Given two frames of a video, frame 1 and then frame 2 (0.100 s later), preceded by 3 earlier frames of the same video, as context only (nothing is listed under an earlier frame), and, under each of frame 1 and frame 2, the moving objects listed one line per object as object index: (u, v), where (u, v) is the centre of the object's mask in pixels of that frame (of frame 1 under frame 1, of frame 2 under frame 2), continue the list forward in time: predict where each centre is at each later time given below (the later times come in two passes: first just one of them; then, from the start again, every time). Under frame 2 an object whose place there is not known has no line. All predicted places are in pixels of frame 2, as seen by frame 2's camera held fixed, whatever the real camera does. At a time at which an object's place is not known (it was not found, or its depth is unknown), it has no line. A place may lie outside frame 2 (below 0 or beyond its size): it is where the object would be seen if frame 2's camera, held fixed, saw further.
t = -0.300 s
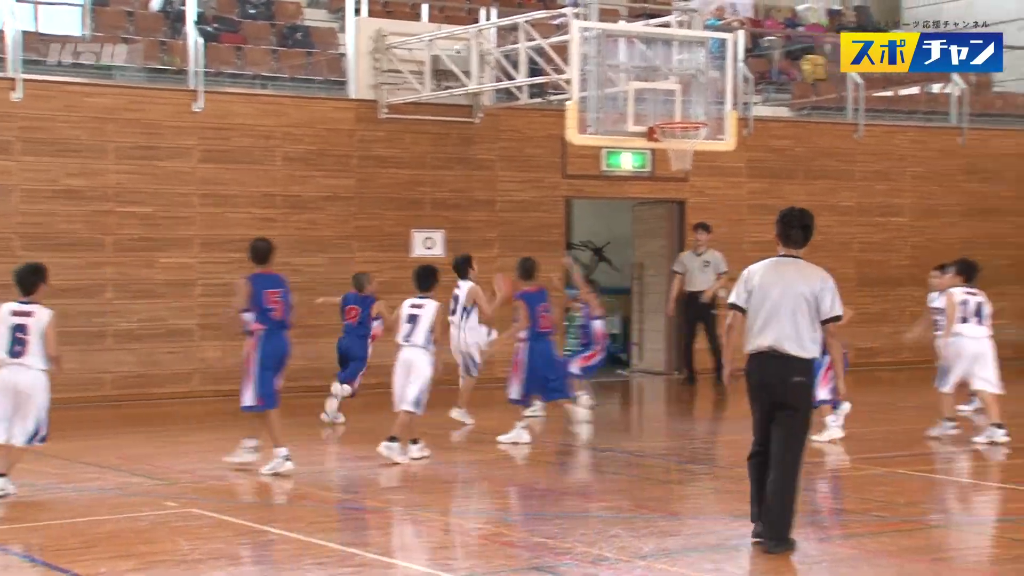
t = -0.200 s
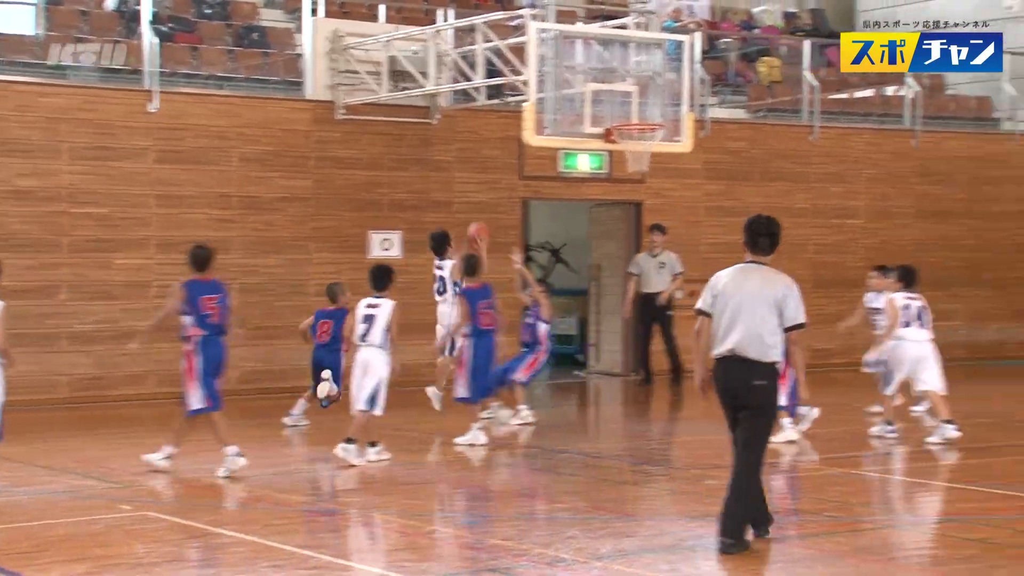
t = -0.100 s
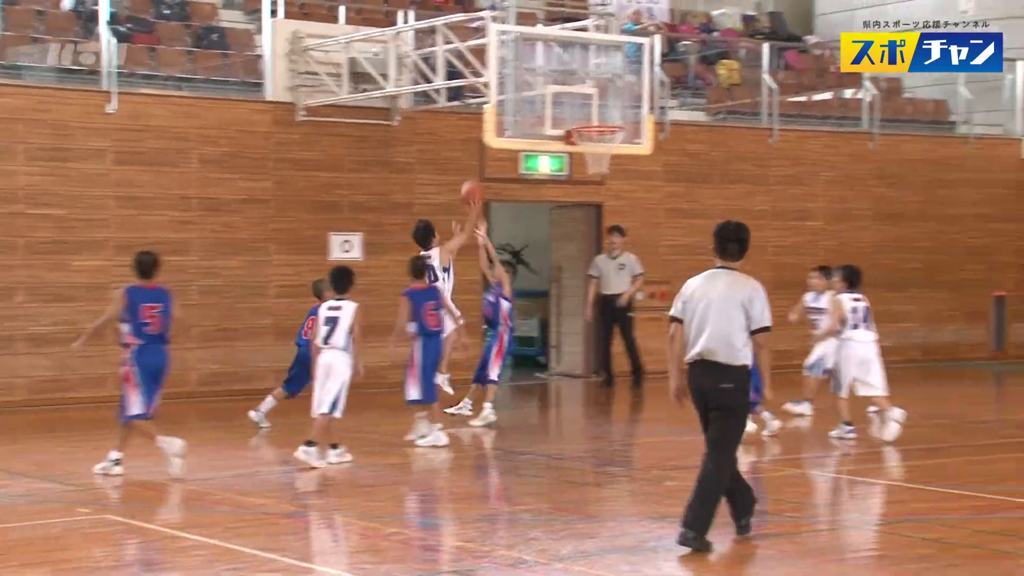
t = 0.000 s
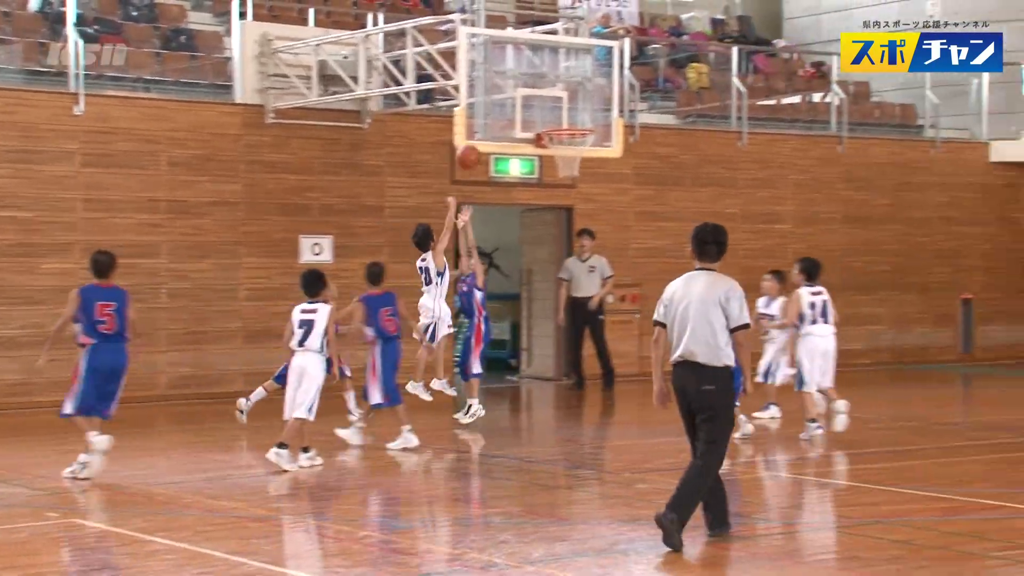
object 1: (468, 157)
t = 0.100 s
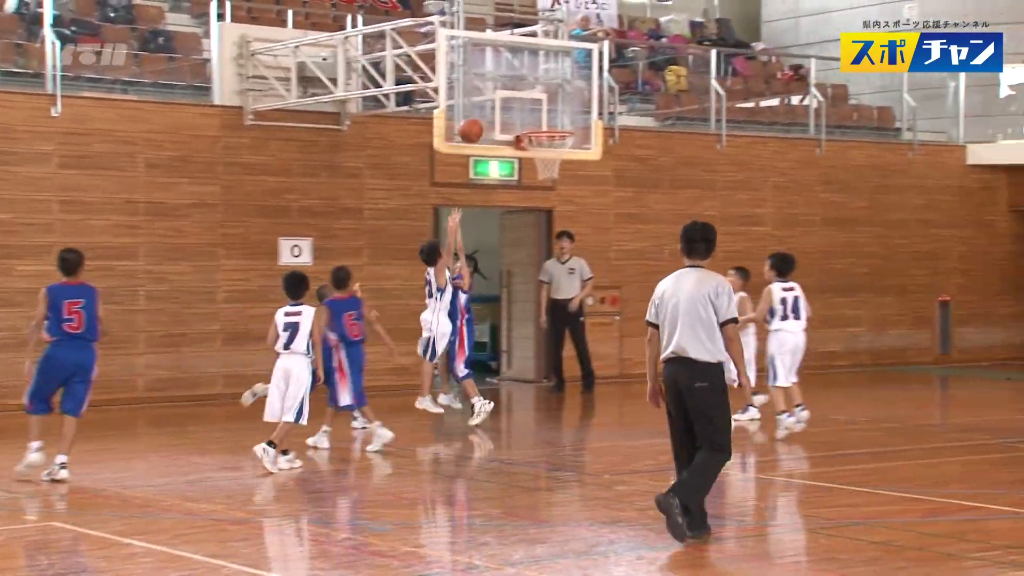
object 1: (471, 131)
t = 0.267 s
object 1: (506, 108)
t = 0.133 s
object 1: (478, 124)
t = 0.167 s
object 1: (486, 118)
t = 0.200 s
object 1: (492, 113)
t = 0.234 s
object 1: (500, 110)
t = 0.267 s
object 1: (506, 108)
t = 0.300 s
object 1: (513, 108)
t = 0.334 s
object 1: (521, 111)
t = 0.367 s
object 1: (530, 115)
